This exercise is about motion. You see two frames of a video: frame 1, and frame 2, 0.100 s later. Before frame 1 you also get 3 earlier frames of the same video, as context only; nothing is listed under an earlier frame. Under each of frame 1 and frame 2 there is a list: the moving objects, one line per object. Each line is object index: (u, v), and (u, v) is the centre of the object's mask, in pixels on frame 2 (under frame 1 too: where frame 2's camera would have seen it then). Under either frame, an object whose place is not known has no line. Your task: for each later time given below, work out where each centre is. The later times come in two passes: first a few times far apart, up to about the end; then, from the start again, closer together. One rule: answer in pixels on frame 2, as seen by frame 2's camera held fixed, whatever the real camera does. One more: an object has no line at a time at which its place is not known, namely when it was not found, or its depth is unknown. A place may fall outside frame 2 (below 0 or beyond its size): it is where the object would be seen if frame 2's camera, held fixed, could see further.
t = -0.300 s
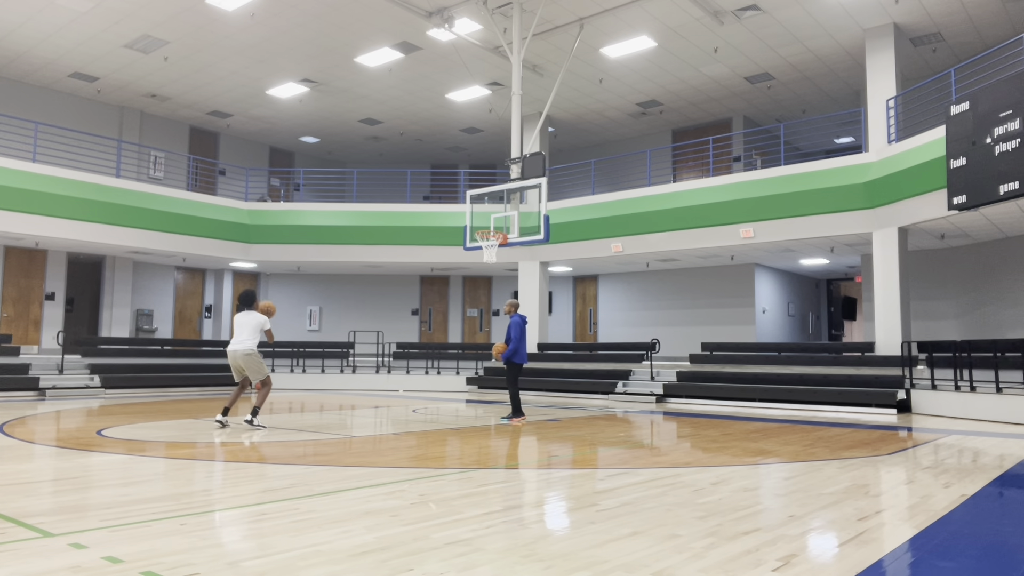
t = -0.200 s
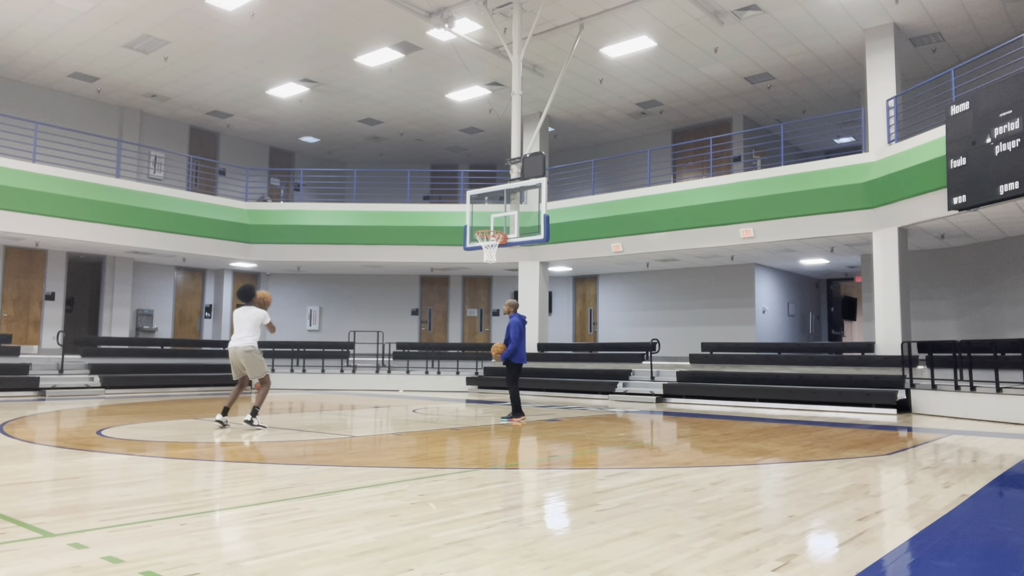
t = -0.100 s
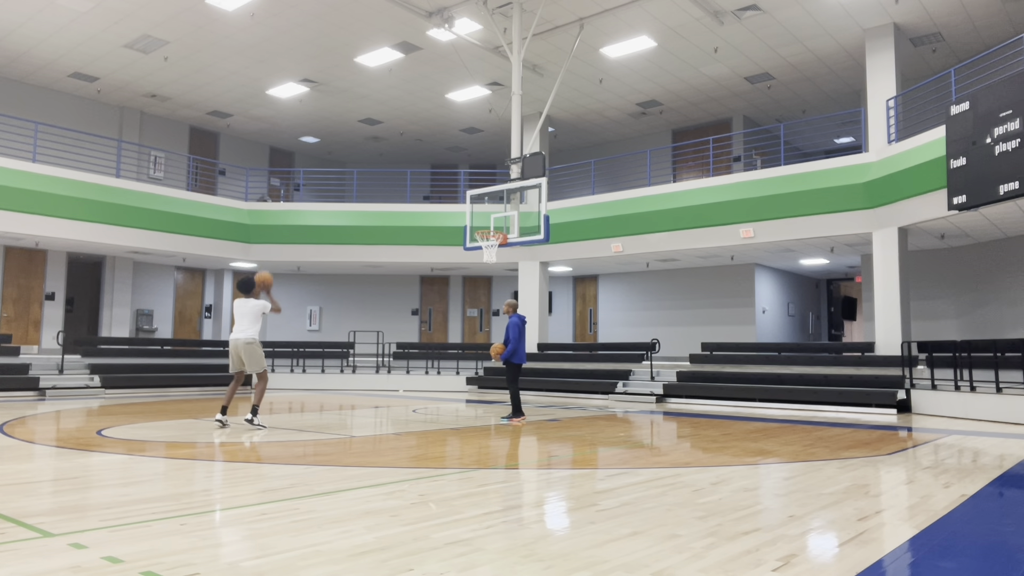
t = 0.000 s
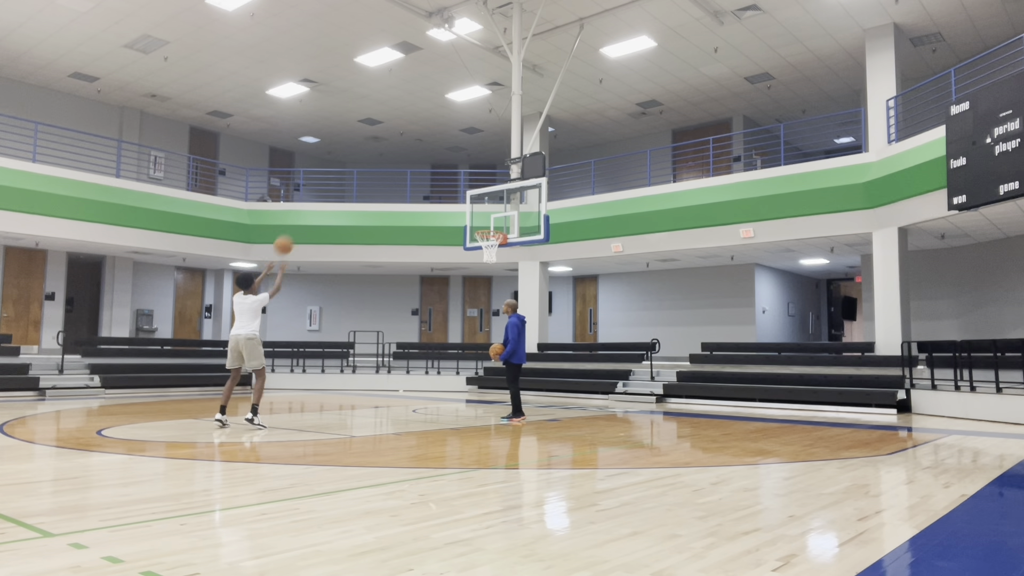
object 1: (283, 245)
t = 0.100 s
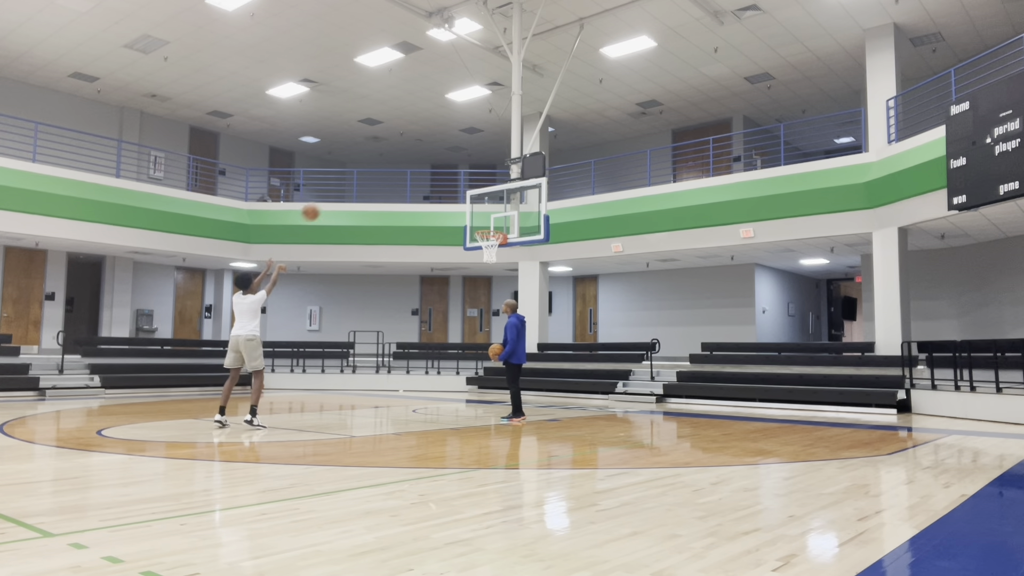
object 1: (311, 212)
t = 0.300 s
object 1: (358, 171)
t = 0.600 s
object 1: (419, 163)
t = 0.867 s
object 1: (464, 199)
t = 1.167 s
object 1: (497, 249)
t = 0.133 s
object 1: (319, 202)
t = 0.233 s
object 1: (343, 182)
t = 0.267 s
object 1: (351, 176)
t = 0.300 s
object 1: (358, 171)
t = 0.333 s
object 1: (366, 167)
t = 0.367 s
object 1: (373, 164)
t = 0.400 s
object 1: (380, 162)
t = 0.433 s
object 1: (387, 161)
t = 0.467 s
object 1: (393, 160)
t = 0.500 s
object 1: (400, 160)
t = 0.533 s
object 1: (406, 160)
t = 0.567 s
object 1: (413, 161)
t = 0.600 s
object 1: (419, 163)
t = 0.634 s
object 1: (425, 166)
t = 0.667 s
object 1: (431, 169)
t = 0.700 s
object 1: (436, 172)
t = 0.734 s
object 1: (442, 177)
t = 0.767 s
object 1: (448, 181)
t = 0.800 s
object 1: (453, 187)
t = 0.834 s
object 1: (458, 193)
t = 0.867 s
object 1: (464, 199)
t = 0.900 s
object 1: (469, 207)
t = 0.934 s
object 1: (474, 214)
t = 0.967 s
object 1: (480, 223)
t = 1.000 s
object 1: (484, 227)
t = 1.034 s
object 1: (488, 229)
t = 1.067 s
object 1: (491, 238)
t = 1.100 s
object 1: (498, 244)
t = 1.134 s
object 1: (499, 246)
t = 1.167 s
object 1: (497, 249)
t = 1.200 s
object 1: (497, 254)
